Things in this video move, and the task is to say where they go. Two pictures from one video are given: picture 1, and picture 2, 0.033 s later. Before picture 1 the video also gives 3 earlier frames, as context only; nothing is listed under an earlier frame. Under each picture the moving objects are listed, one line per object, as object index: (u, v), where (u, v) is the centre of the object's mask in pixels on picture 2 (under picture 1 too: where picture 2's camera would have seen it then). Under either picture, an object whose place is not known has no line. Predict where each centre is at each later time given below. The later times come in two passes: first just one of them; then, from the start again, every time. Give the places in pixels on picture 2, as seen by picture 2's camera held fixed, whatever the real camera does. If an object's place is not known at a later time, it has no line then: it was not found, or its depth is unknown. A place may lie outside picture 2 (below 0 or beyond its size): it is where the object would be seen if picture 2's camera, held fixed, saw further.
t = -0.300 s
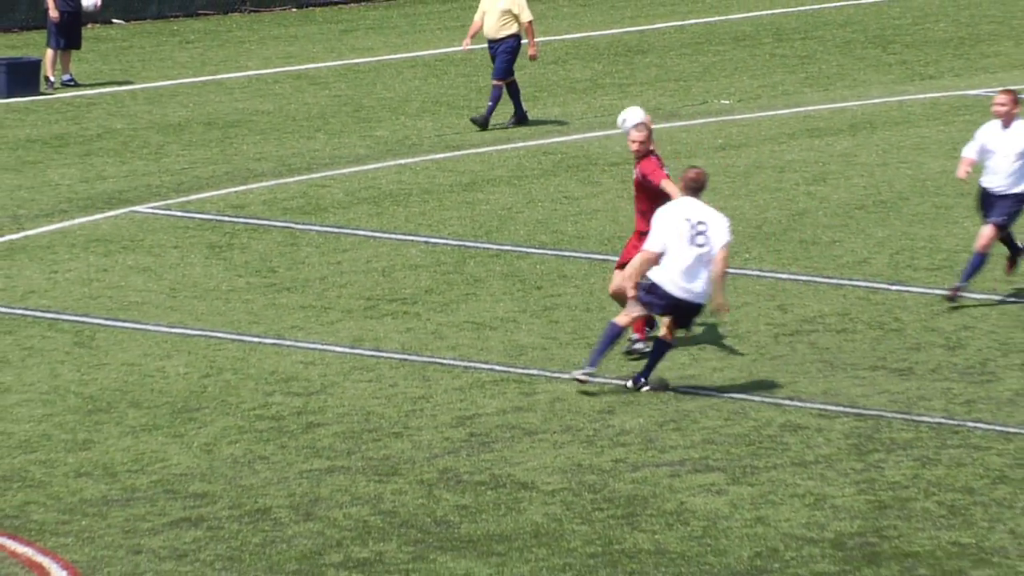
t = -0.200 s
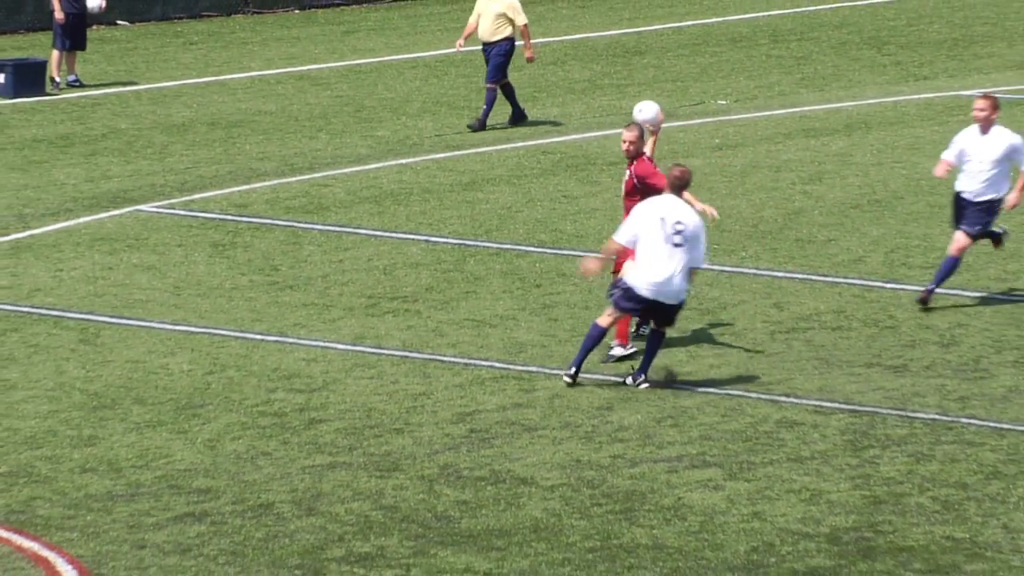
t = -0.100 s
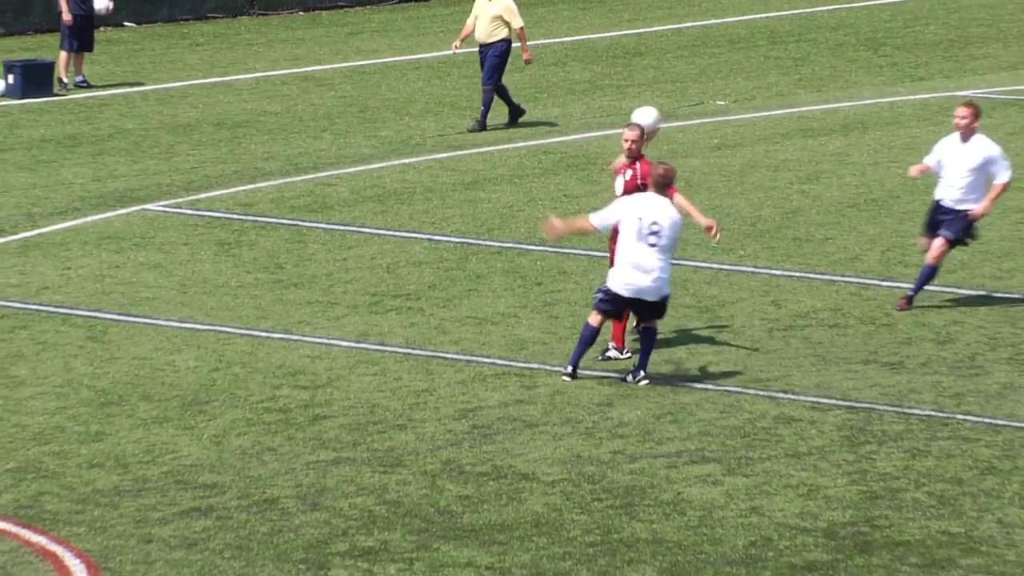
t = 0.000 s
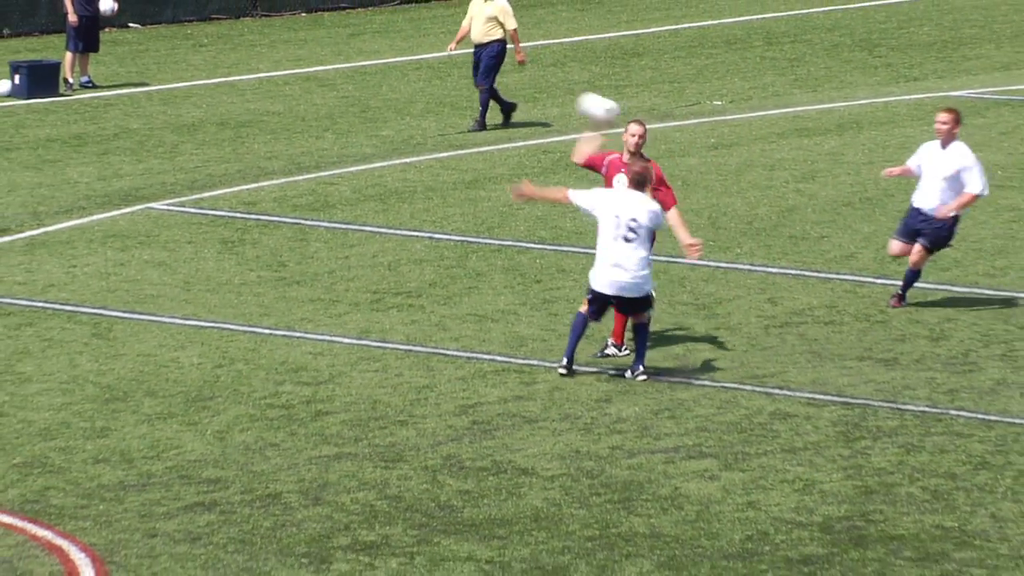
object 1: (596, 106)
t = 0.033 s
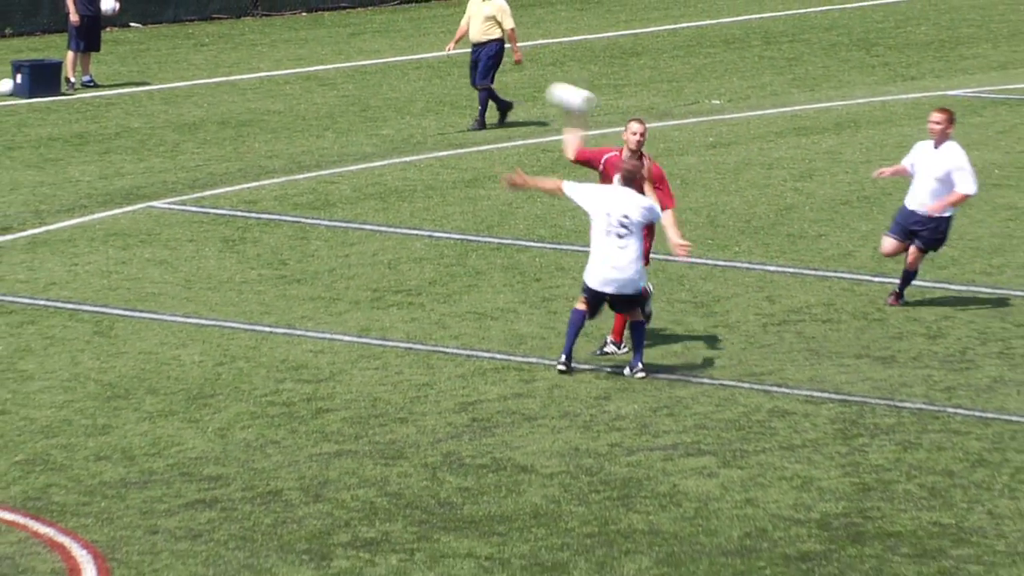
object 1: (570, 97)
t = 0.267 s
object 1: (329, 125)
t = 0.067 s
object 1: (538, 92)
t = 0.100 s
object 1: (504, 95)
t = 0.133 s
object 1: (468, 99)
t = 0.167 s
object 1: (433, 107)
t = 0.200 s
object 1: (398, 113)
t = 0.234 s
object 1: (363, 119)
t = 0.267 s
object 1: (329, 125)
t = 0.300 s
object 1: (293, 131)
